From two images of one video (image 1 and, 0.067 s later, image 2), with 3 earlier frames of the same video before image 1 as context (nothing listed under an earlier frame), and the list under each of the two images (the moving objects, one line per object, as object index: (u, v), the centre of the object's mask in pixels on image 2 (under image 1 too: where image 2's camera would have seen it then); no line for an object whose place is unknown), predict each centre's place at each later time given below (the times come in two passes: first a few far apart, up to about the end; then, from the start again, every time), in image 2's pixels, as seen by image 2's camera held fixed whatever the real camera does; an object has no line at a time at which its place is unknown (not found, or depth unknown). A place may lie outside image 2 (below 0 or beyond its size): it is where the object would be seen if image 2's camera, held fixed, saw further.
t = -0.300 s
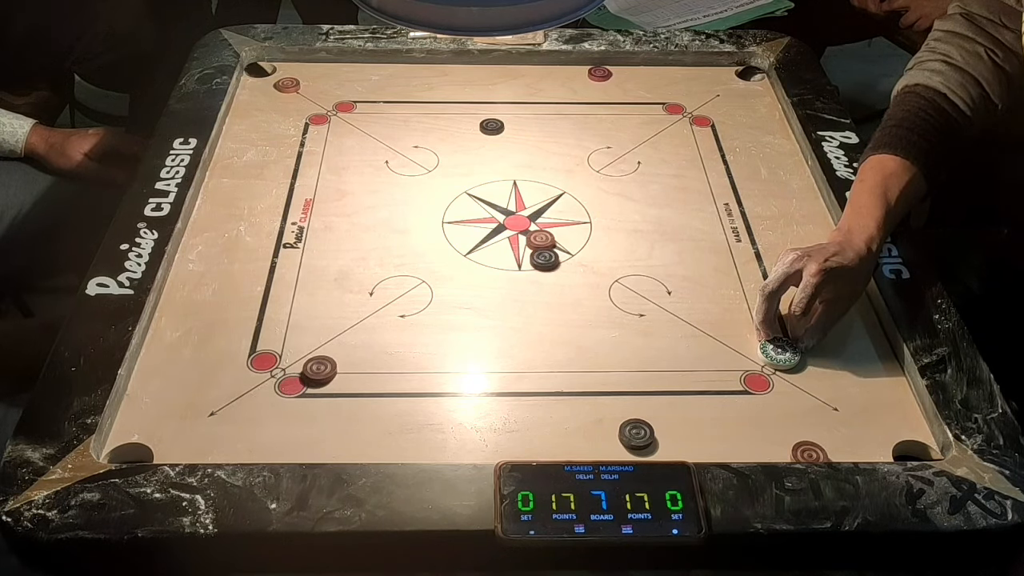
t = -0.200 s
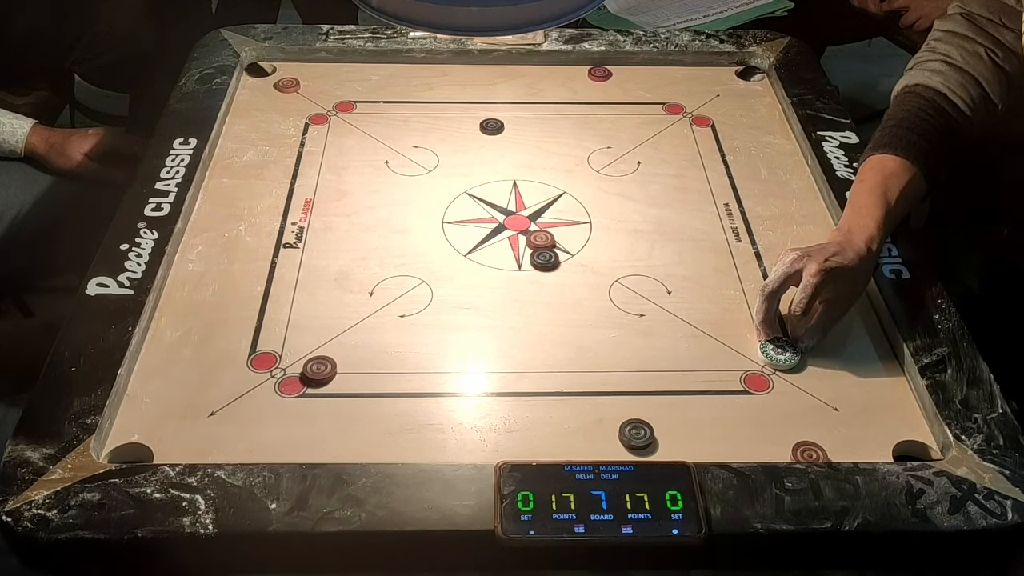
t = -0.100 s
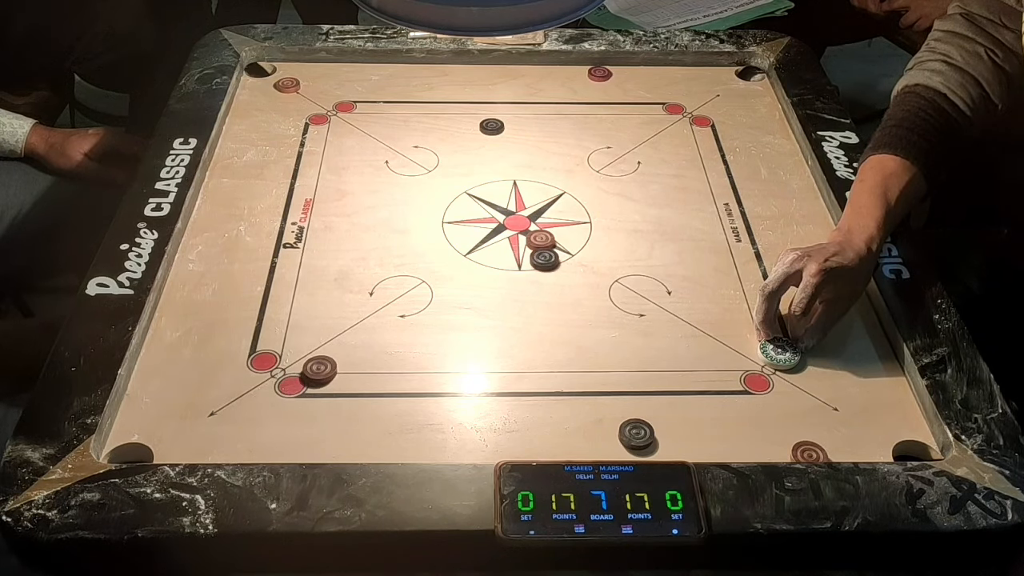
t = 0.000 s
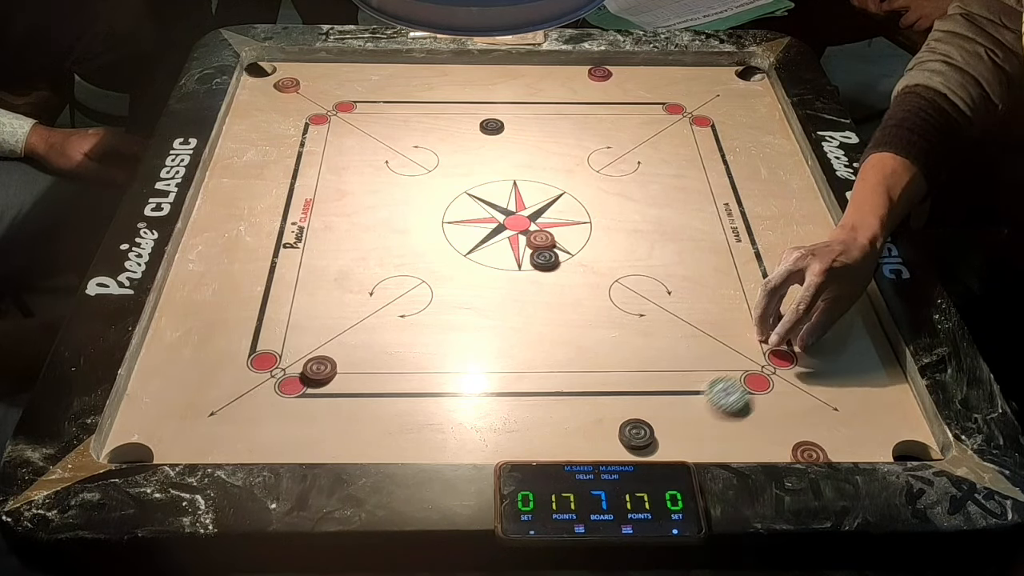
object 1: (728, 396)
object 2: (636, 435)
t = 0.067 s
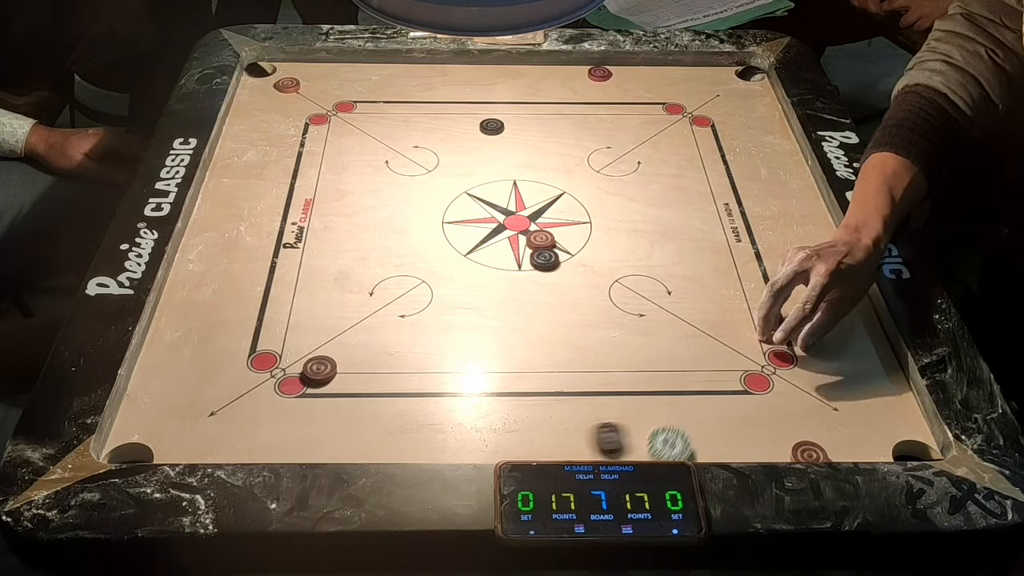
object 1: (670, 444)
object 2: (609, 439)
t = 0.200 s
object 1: (619, 401)
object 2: (420, 455)
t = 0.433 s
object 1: (572, 330)
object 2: (200, 444)
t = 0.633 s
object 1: (560, 311)
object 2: (129, 435)
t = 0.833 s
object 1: (560, 311)
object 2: (132, 435)
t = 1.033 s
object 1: (559, 310)
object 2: (132, 435)
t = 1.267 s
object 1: (560, 311)
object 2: (132, 435)
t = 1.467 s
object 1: (559, 310)
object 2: (132, 435)
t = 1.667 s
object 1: (560, 311)
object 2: (132, 435)
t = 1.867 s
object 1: (559, 310)
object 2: (132, 435)
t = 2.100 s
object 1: (559, 310)
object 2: (132, 435)
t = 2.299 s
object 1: (560, 310)
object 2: (132, 435)
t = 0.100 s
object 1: (655, 447)
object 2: (560, 444)
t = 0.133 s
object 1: (642, 433)
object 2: (511, 448)
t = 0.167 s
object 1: (630, 417)
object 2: (465, 453)
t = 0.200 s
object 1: (619, 401)
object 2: (420, 455)
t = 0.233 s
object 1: (610, 387)
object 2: (381, 455)
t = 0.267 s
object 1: (602, 375)
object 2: (345, 453)
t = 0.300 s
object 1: (594, 363)
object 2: (310, 451)
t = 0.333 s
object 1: (587, 353)
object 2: (278, 449)
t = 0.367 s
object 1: (581, 345)
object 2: (249, 448)
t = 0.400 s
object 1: (576, 337)
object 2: (223, 446)
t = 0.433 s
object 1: (572, 330)
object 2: (200, 444)
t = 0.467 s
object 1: (568, 325)
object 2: (179, 443)
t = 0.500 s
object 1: (565, 320)
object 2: (164, 439)
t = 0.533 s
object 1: (563, 316)
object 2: (149, 437)
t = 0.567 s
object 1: (561, 313)
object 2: (137, 435)
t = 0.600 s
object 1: (560, 311)
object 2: (127, 435)
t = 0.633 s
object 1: (560, 311)
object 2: (129, 435)
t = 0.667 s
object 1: (559, 310)
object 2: (132, 435)
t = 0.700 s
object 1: (559, 310)
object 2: (132, 435)
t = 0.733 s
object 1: (559, 310)
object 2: (132, 435)
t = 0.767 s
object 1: (560, 311)
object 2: (132, 435)
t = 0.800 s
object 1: (560, 311)
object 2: (132, 435)
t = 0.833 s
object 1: (560, 311)
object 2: (132, 435)
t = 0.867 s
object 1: (560, 311)
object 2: (132, 435)
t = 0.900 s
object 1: (560, 311)
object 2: (132, 435)
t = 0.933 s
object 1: (559, 310)
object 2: (132, 435)
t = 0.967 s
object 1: (559, 310)
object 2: (132, 435)
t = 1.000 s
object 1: (559, 310)
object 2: (132, 435)
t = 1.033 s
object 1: (559, 310)
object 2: (132, 435)
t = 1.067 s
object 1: (559, 311)
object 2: (132, 435)
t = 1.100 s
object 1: (559, 311)
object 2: (132, 435)
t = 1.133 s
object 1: (560, 311)
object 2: (132, 435)
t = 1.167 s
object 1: (560, 311)
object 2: (132, 435)
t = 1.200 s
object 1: (560, 311)
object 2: (132, 435)
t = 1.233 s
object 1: (560, 311)
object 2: (132, 435)
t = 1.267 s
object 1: (560, 311)
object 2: (132, 435)
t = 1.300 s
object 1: (560, 311)
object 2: (132, 435)
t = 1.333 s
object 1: (560, 311)
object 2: (132, 435)
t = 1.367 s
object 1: (560, 310)
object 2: (132, 435)
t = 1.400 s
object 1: (560, 311)
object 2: (132, 435)
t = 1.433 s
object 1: (560, 311)
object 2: (132, 435)
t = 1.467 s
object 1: (559, 310)
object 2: (132, 435)
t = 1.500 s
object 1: (560, 310)
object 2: (132, 435)
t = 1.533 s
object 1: (560, 311)
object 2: (132, 435)
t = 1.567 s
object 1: (560, 311)
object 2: (132, 435)
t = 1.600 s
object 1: (559, 310)
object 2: (132, 435)
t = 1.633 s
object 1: (559, 310)
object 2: (132, 435)
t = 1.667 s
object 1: (560, 311)
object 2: (132, 435)
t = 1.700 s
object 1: (560, 311)
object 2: (132, 435)
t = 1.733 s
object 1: (559, 310)
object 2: (132, 435)
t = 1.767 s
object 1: (559, 310)
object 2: (132, 435)
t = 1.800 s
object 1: (559, 310)
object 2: (132, 435)
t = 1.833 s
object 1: (559, 310)
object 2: (132, 435)
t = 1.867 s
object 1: (559, 310)
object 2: (132, 435)
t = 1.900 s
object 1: (559, 310)
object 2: (132, 435)
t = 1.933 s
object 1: (559, 310)
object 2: (132, 435)
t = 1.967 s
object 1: (559, 310)
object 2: (132, 435)
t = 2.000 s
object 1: (559, 310)
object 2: (132, 435)
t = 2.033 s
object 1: (559, 310)
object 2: (132, 435)
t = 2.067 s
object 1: (559, 310)
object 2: (132, 435)
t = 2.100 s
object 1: (559, 310)
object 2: (132, 435)
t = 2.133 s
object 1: (560, 310)
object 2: (132, 435)
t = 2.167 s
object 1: (559, 310)
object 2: (132, 435)
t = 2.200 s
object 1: (559, 310)
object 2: (132, 435)
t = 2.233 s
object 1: (559, 310)
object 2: (132, 435)
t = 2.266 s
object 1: (559, 310)
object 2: (132, 435)
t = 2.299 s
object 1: (560, 310)
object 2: (132, 435)
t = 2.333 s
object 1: (560, 310)
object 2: (132, 435)
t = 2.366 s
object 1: (560, 310)
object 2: (132, 435)
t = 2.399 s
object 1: (559, 310)
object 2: (132, 435)
